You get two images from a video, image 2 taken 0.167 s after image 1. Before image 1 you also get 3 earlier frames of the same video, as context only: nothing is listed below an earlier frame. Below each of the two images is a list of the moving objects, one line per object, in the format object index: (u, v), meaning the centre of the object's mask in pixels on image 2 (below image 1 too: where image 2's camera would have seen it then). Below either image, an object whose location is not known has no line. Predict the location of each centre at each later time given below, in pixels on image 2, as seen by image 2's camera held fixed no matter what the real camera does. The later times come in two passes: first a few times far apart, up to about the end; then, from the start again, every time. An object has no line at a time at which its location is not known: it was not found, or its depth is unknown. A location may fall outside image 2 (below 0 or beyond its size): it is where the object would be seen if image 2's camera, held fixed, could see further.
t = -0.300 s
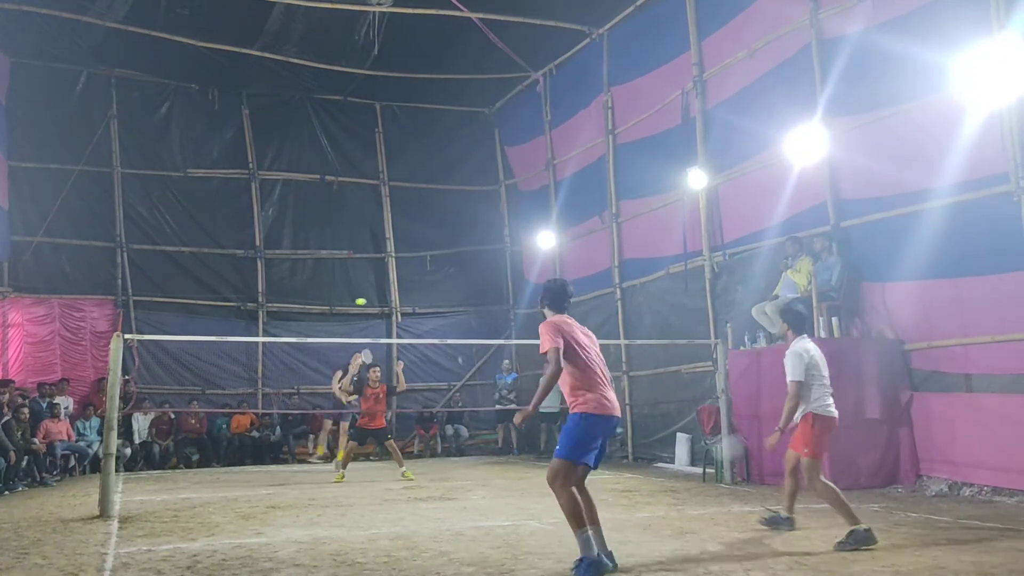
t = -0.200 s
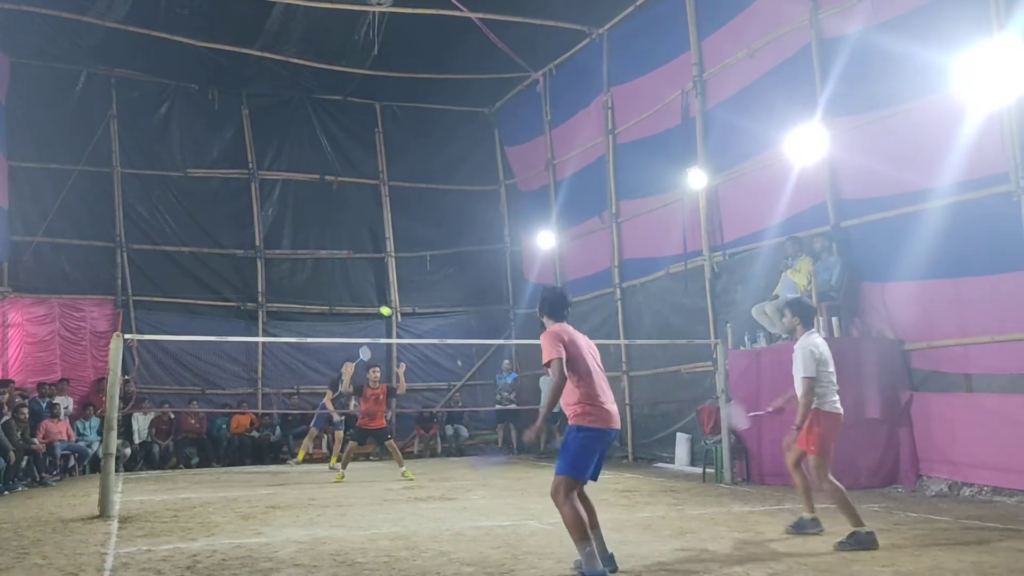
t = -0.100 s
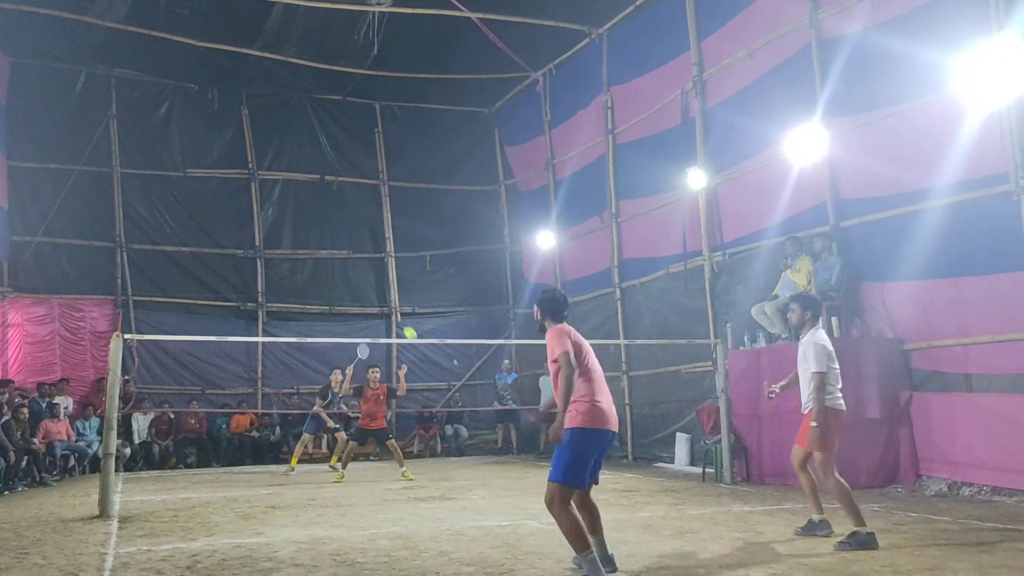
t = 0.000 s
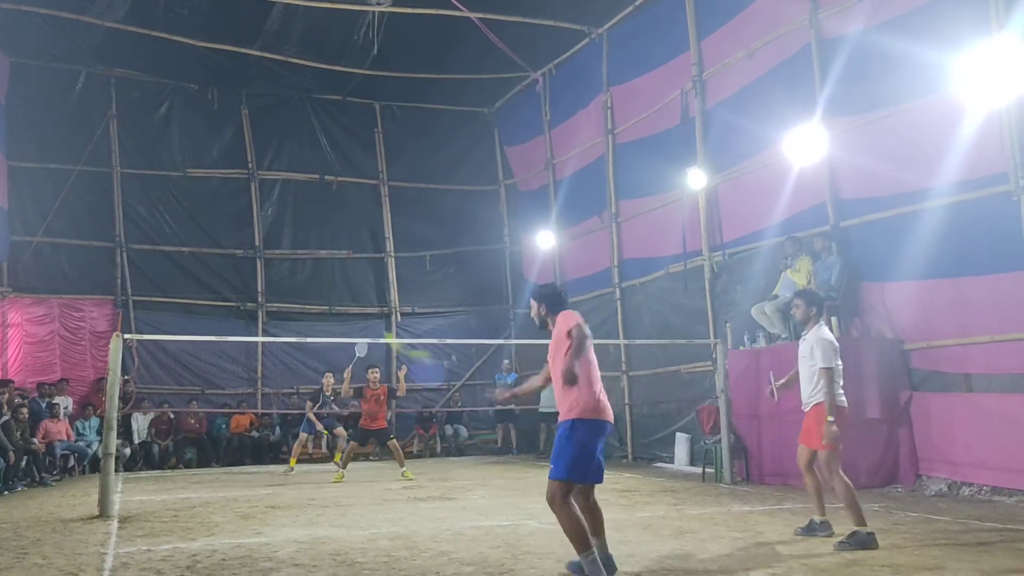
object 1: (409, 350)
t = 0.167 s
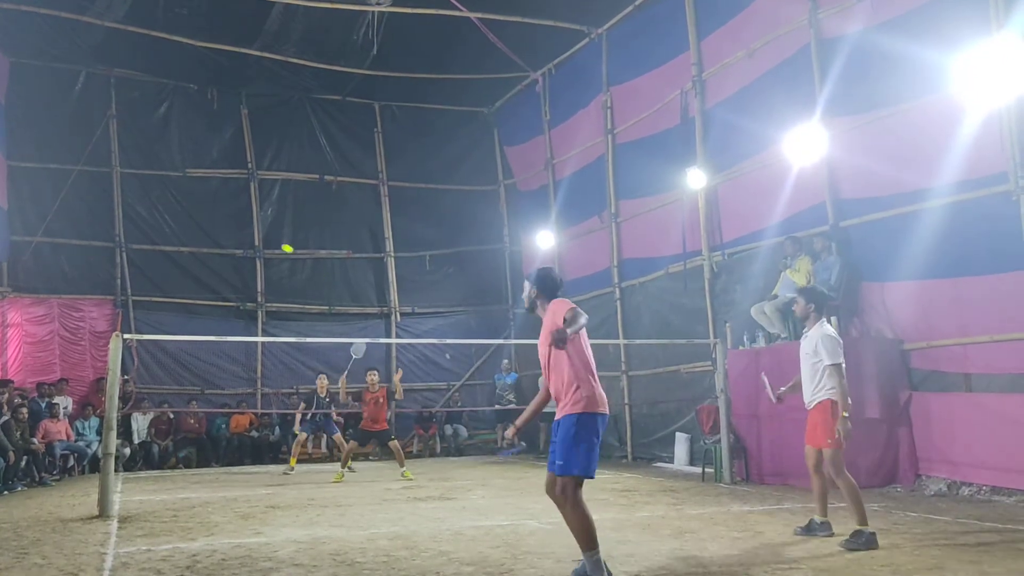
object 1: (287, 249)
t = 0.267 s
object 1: (263, 239)
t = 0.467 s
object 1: (238, 248)
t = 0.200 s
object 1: (278, 244)
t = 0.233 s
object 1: (270, 241)
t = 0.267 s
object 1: (263, 239)
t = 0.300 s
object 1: (258, 240)
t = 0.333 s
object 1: (252, 240)
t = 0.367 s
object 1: (248, 241)
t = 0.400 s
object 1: (245, 243)
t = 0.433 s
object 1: (241, 245)
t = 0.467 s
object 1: (238, 248)
